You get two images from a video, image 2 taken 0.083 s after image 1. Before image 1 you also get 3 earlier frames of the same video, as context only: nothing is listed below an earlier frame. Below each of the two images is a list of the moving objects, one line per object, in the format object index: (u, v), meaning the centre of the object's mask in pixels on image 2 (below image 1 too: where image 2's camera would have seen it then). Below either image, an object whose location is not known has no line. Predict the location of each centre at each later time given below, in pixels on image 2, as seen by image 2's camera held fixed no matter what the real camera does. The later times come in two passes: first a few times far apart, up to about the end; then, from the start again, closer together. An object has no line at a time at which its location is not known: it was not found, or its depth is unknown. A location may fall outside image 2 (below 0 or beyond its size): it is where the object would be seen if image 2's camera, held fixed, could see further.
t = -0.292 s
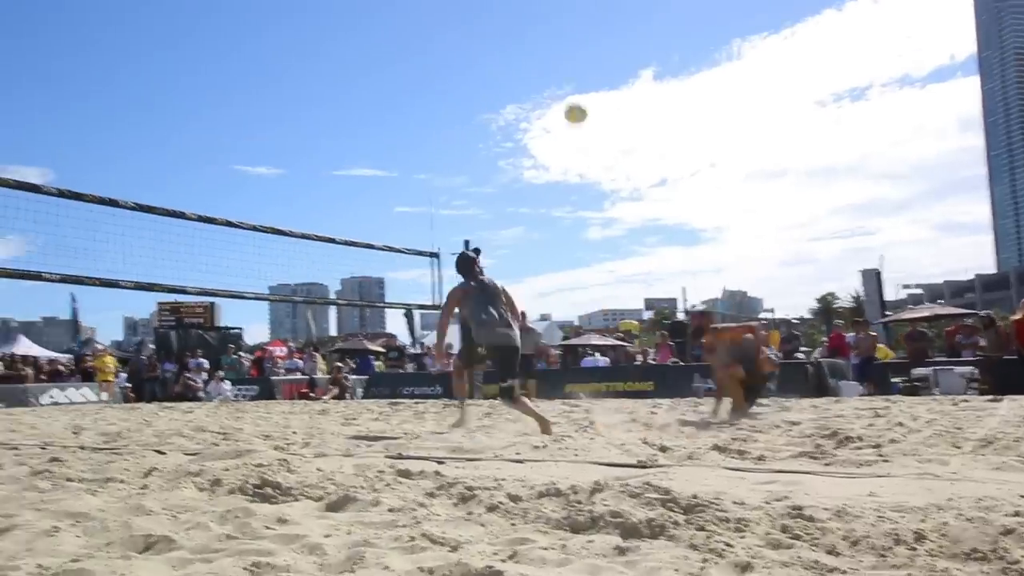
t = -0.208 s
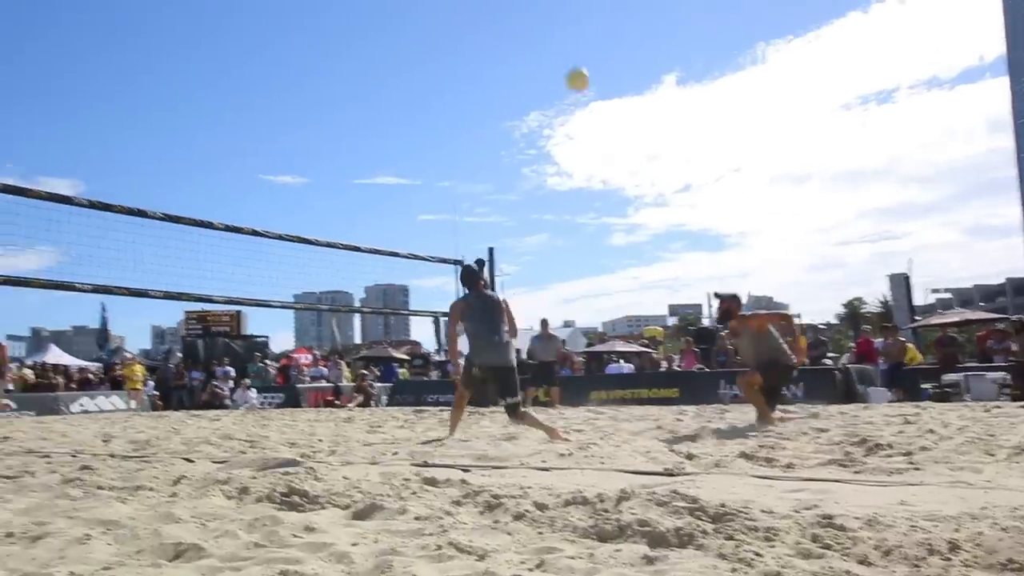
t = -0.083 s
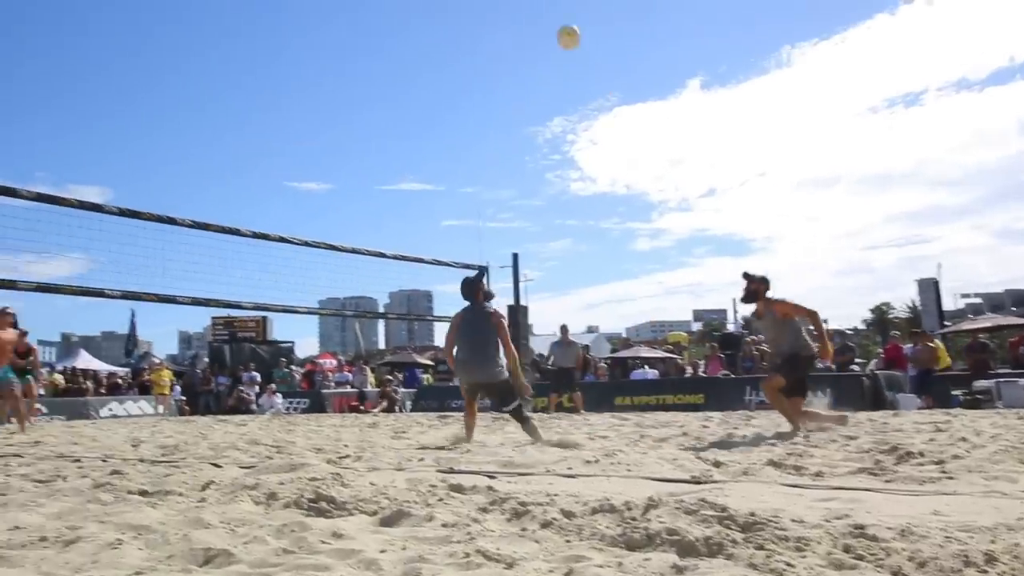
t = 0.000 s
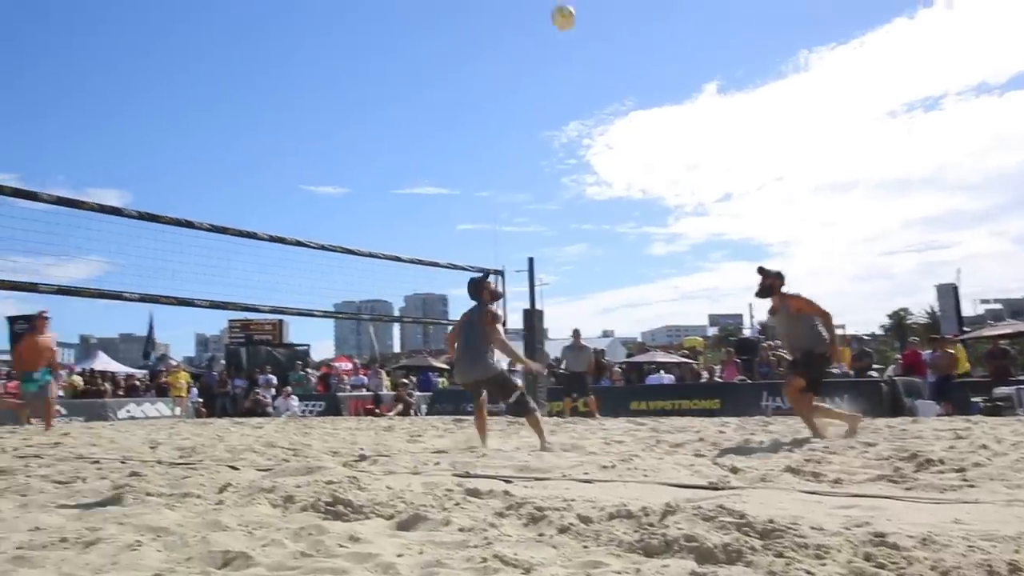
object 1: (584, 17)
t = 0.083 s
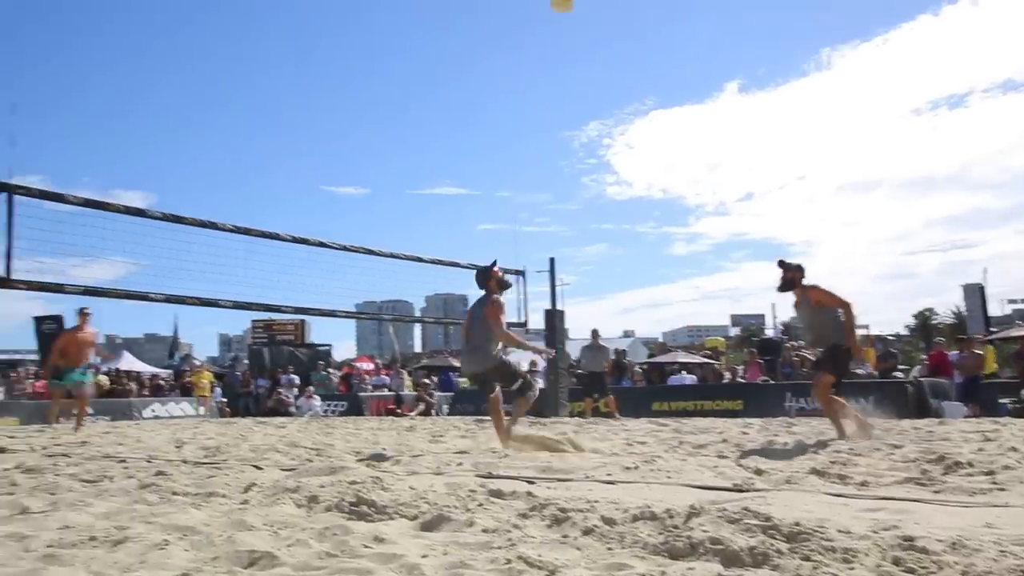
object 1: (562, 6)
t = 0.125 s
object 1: (549, 1)
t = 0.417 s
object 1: (479, 2)
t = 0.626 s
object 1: (418, 65)
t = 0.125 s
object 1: (549, 1)
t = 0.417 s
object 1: (479, 2)
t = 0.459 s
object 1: (468, 11)
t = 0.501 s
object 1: (456, 20)
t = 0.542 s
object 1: (443, 33)
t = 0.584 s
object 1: (431, 48)
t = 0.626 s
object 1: (418, 65)
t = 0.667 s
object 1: (404, 83)
